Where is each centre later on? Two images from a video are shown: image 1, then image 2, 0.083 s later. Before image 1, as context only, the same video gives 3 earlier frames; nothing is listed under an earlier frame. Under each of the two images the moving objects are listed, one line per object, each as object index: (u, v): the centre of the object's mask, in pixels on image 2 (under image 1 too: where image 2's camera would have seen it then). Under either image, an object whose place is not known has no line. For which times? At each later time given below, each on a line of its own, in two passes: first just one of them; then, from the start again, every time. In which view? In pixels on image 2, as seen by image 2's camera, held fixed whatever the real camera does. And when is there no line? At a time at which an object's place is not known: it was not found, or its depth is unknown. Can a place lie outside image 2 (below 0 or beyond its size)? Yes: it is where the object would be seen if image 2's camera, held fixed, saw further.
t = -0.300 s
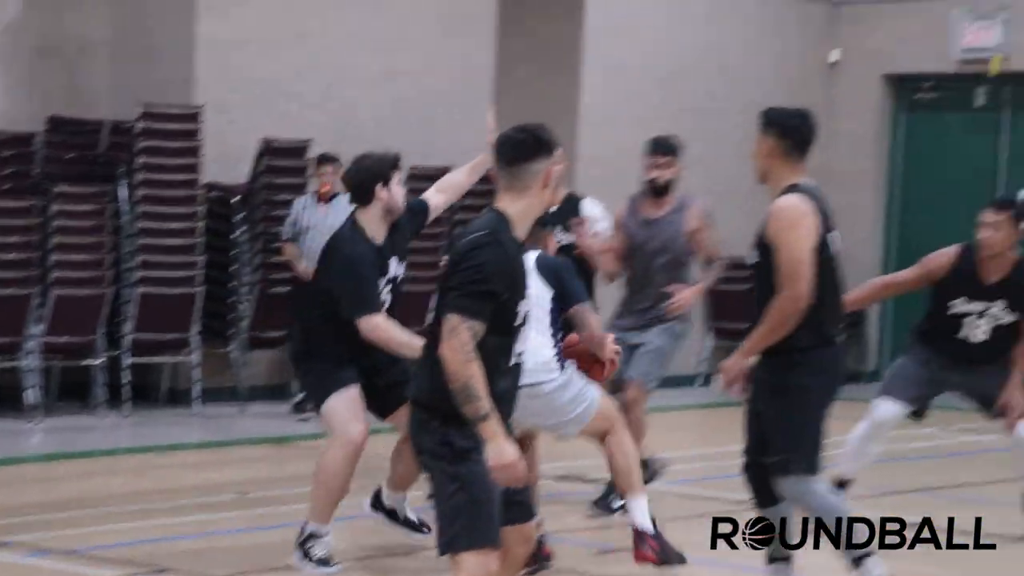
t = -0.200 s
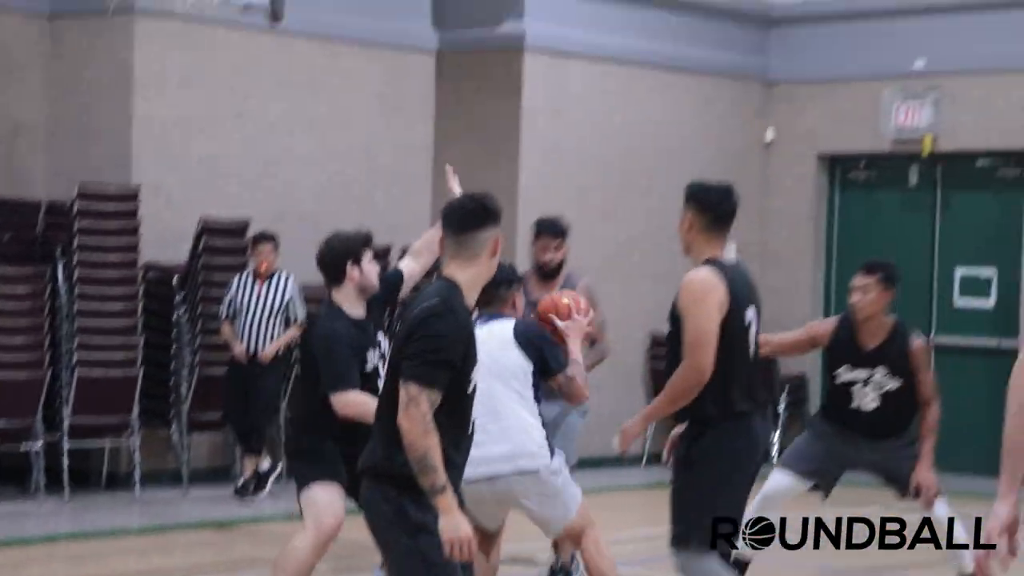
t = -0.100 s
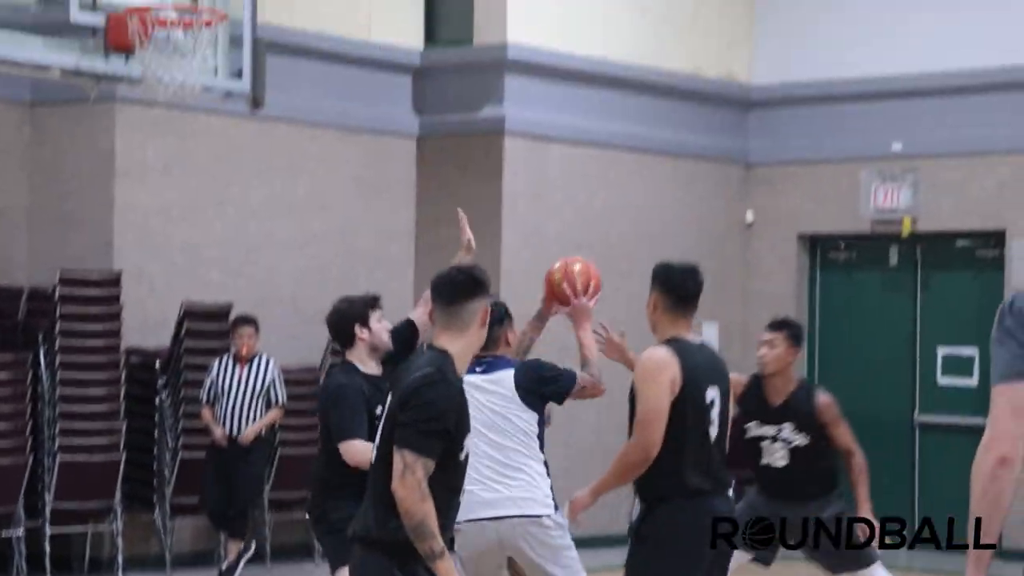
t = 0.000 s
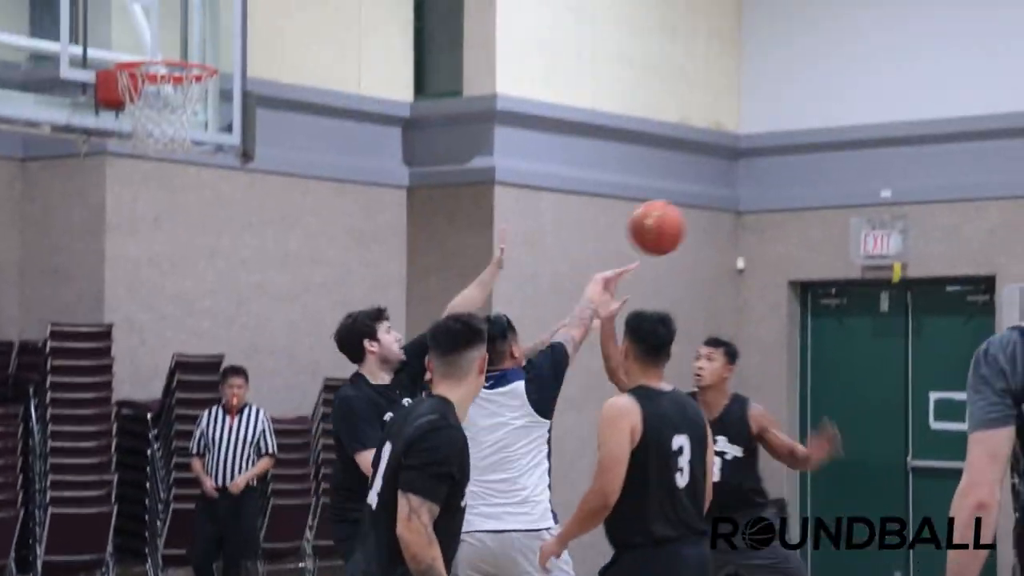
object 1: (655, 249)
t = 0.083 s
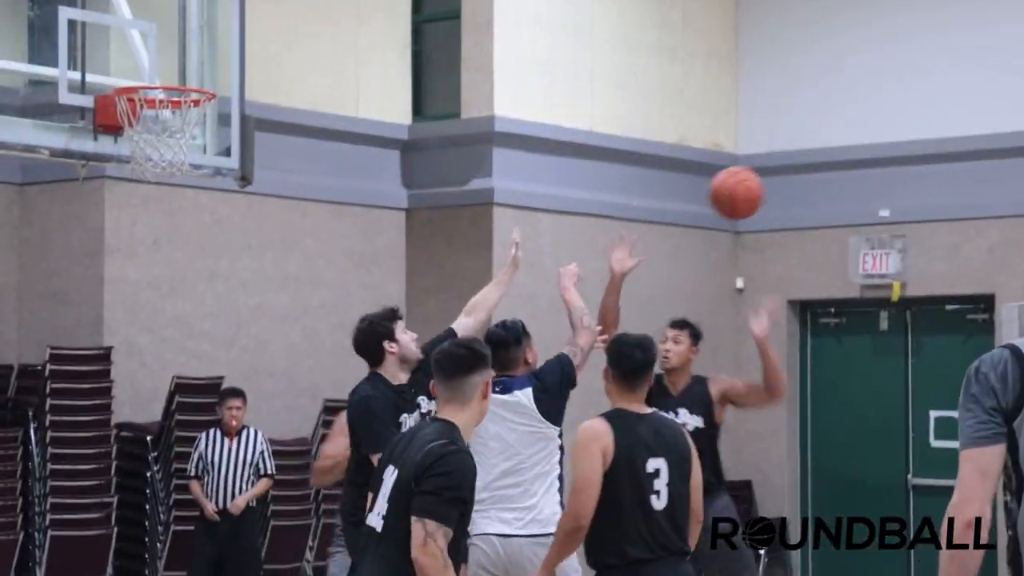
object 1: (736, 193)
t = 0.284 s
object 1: (908, 133)
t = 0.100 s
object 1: (752, 184)
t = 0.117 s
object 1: (767, 176)
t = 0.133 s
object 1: (782, 169)
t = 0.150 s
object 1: (797, 163)
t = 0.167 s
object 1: (811, 157)
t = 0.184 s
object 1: (825, 152)
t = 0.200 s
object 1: (840, 147)
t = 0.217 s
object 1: (854, 143)
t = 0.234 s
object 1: (867, 140)
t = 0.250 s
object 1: (882, 137)
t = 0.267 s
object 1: (895, 135)
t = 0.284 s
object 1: (908, 133)
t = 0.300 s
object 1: (922, 131)
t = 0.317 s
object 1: (935, 131)
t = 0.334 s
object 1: (947, 130)
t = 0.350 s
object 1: (960, 131)
